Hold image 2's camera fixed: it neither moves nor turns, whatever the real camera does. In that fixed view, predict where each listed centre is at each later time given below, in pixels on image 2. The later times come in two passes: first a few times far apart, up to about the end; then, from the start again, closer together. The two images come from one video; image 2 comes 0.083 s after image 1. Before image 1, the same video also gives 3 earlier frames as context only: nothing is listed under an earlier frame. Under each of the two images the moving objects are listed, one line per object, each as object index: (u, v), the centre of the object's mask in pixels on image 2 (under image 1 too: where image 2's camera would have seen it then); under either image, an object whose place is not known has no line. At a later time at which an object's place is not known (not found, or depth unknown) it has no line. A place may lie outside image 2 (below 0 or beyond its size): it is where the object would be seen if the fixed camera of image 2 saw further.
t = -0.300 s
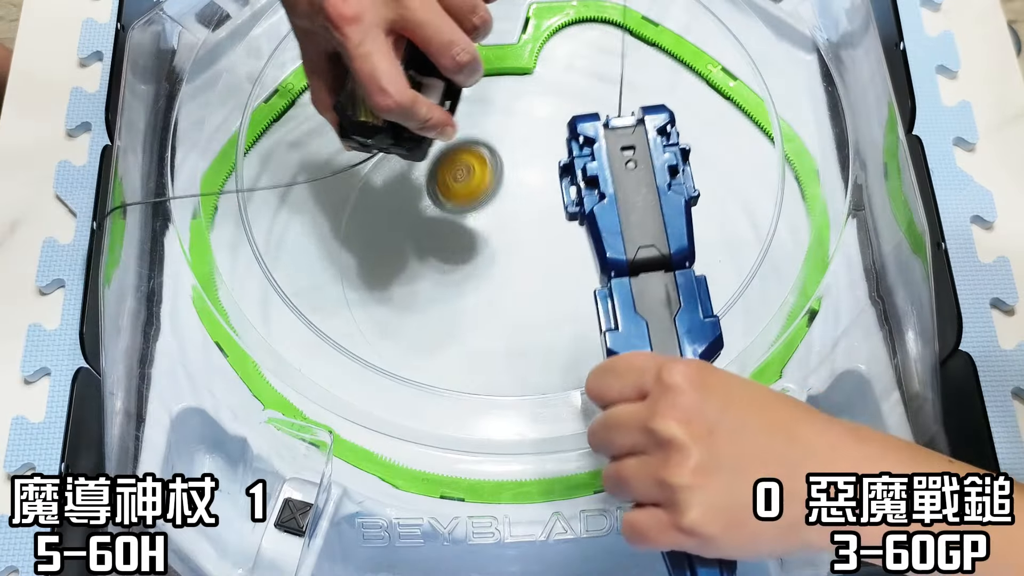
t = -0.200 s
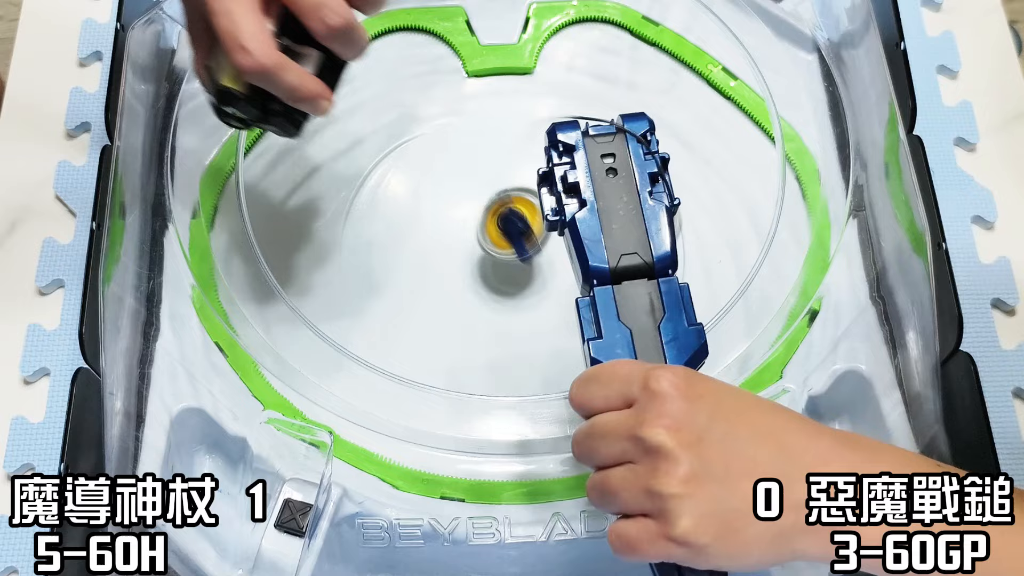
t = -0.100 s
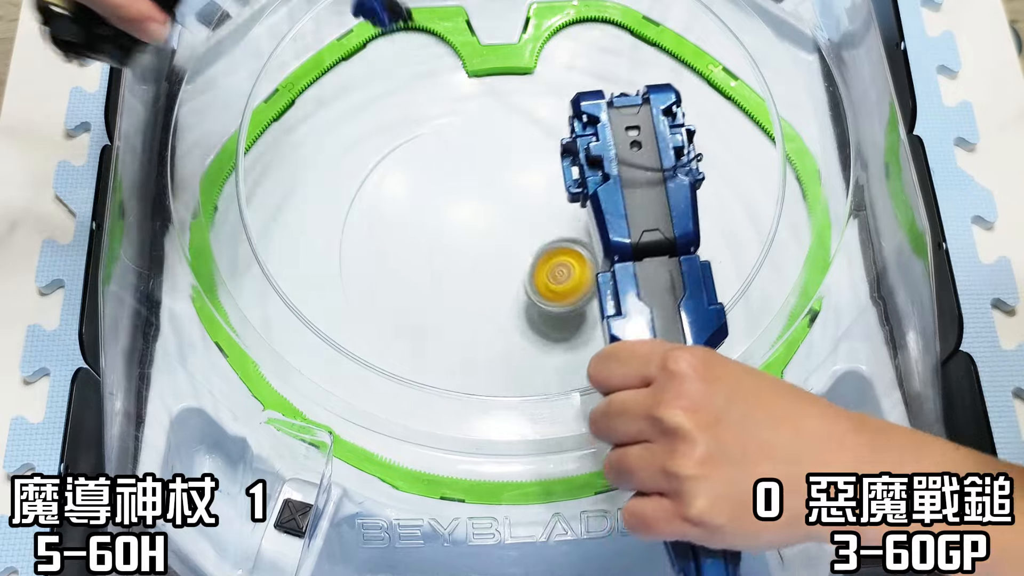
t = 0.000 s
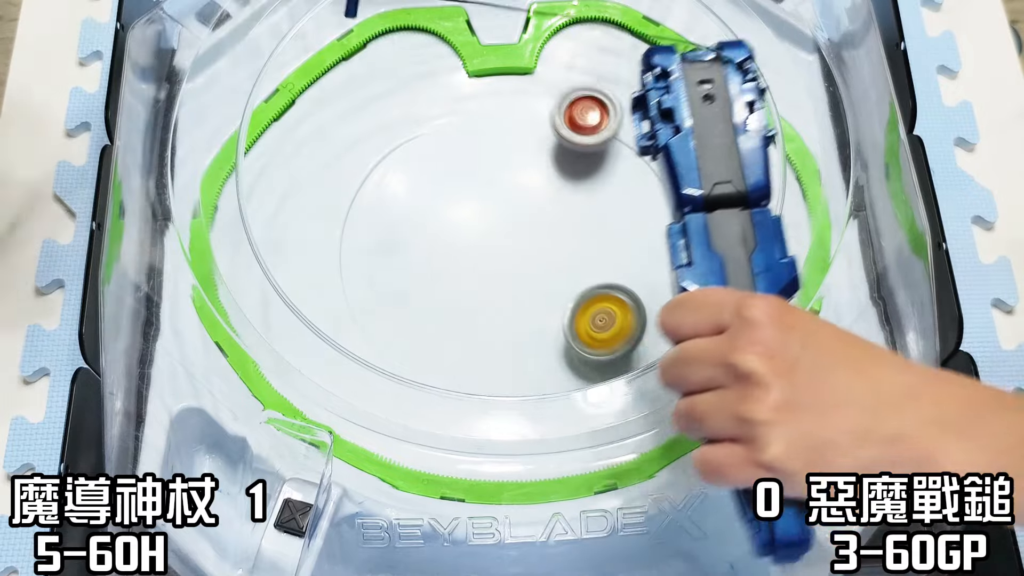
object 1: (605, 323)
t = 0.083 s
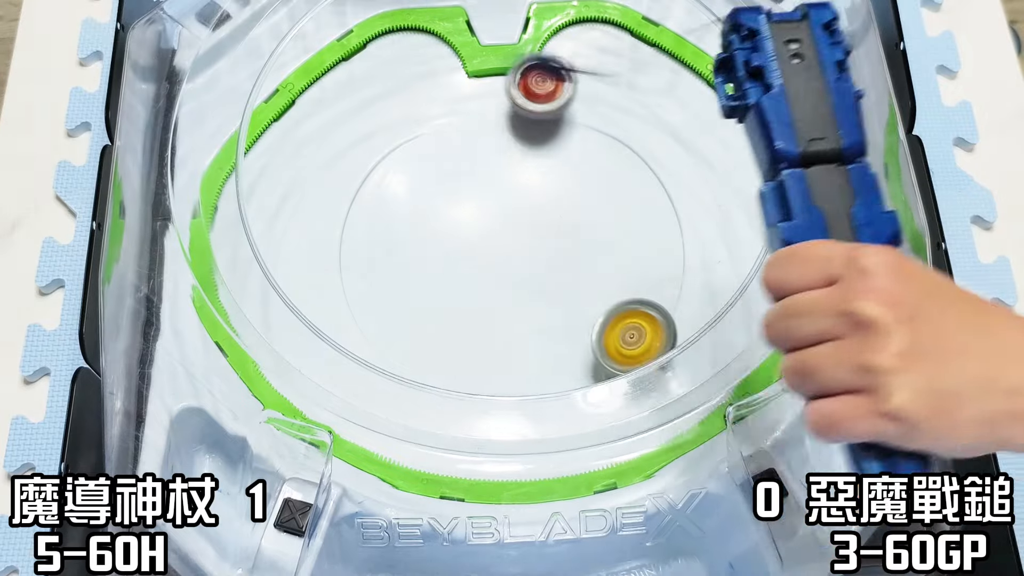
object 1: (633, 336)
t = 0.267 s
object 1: (694, 371)
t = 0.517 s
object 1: (744, 310)
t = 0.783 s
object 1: (755, 113)
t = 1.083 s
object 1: (467, 183)
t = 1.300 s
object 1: (634, 155)
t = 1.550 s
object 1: (568, 105)
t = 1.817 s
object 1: (418, 134)
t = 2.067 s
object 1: (468, 230)
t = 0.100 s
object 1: (637, 337)
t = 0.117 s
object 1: (640, 337)
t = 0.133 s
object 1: (644, 337)
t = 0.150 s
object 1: (647, 338)
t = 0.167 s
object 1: (651, 338)
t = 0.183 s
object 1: (655, 339)
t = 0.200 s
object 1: (658, 340)
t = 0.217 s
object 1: (662, 341)
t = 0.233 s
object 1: (667, 341)
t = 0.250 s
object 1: (689, 367)
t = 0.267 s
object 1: (694, 371)
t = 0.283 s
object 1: (701, 374)
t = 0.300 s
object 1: (704, 373)
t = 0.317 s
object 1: (708, 369)
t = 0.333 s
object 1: (723, 349)
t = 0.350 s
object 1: (723, 342)
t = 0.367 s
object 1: (724, 336)
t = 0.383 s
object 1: (725, 331)
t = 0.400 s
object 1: (726, 327)
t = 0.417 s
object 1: (729, 323)
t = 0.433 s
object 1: (731, 320)
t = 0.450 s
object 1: (734, 317)
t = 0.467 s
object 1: (737, 314)
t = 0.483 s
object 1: (740, 312)
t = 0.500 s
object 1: (742, 311)
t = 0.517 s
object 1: (744, 310)
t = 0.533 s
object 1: (744, 308)
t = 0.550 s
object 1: (745, 307)
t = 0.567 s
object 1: (745, 307)
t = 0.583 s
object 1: (746, 306)
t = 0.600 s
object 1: (745, 307)
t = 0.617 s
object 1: (744, 308)
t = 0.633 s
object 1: (743, 310)
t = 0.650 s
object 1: (741, 312)
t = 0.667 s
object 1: (739, 314)
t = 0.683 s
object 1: (737, 316)
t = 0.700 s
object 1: (734, 318)
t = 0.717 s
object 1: (731, 318)
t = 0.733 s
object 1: (748, 305)
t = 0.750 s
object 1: (795, 258)
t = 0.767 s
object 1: (784, 182)
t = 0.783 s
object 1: (755, 113)
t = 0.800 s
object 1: (679, 67)
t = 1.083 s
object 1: (467, 183)
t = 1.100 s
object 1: (484, 152)
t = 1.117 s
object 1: (501, 120)
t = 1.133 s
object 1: (518, 94)
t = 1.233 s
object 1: (596, 102)
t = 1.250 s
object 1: (607, 120)
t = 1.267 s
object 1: (617, 130)
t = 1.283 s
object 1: (625, 141)
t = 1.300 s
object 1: (634, 155)
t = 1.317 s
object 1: (642, 170)
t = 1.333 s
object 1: (648, 184)
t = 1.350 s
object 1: (654, 196)
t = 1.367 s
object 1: (658, 210)
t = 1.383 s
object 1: (662, 222)
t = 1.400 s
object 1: (664, 235)
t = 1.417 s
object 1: (665, 246)
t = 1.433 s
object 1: (656, 233)
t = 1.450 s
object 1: (644, 213)
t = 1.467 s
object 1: (632, 193)
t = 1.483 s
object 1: (620, 175)
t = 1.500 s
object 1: (607, 161)
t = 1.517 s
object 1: (594, 140)
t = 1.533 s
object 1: (580, 121)
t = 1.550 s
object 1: (568, 105)
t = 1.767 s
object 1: (436, 113)
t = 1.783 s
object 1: (429, 120)
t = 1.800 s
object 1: (423, 128)
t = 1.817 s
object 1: (418, 134)
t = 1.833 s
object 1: (415, 142)
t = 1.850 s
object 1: (413, 149)
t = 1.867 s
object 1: (411, 156)
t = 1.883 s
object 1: (411, 163)
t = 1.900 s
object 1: (412, 171)
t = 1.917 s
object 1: (414, 178)
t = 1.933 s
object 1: (417, 185)
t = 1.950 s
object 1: (421, 193)
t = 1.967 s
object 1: (426, 199)
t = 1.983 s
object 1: (431, 205)
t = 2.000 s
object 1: (436, 211)
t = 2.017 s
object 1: (442, 217)
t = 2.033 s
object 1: (450, 222)
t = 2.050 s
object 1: (459, 226)
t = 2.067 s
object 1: (468, 230)
